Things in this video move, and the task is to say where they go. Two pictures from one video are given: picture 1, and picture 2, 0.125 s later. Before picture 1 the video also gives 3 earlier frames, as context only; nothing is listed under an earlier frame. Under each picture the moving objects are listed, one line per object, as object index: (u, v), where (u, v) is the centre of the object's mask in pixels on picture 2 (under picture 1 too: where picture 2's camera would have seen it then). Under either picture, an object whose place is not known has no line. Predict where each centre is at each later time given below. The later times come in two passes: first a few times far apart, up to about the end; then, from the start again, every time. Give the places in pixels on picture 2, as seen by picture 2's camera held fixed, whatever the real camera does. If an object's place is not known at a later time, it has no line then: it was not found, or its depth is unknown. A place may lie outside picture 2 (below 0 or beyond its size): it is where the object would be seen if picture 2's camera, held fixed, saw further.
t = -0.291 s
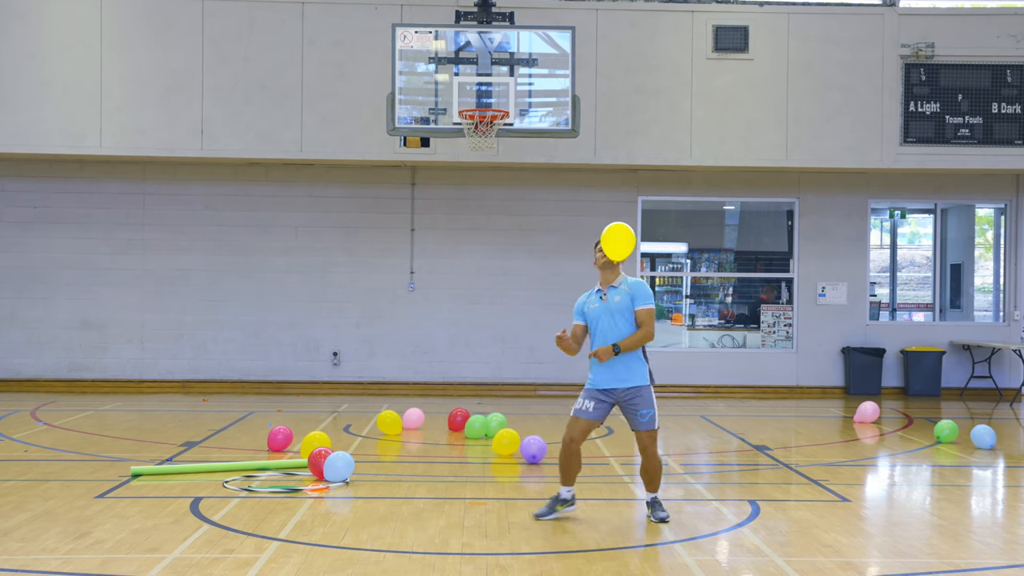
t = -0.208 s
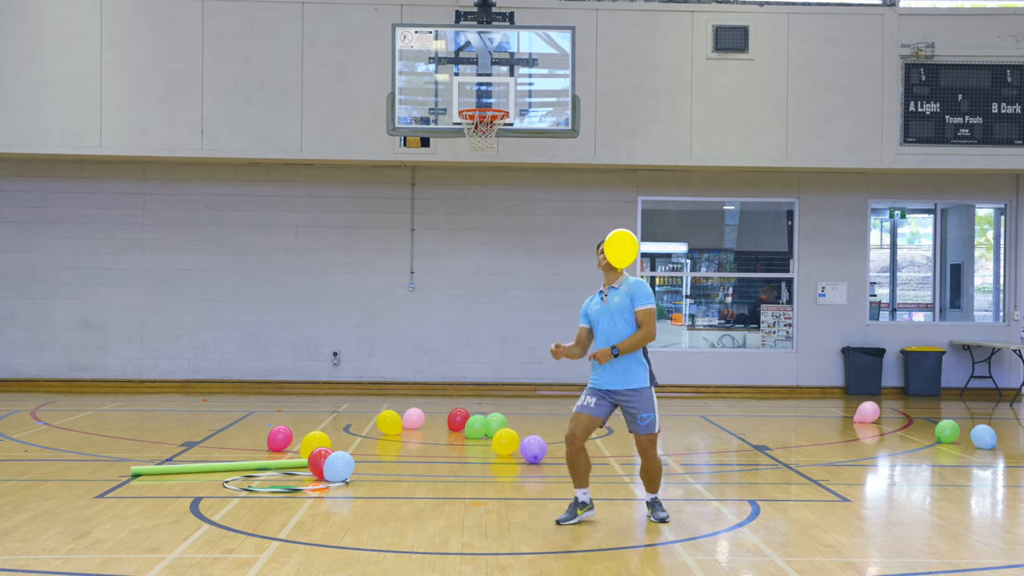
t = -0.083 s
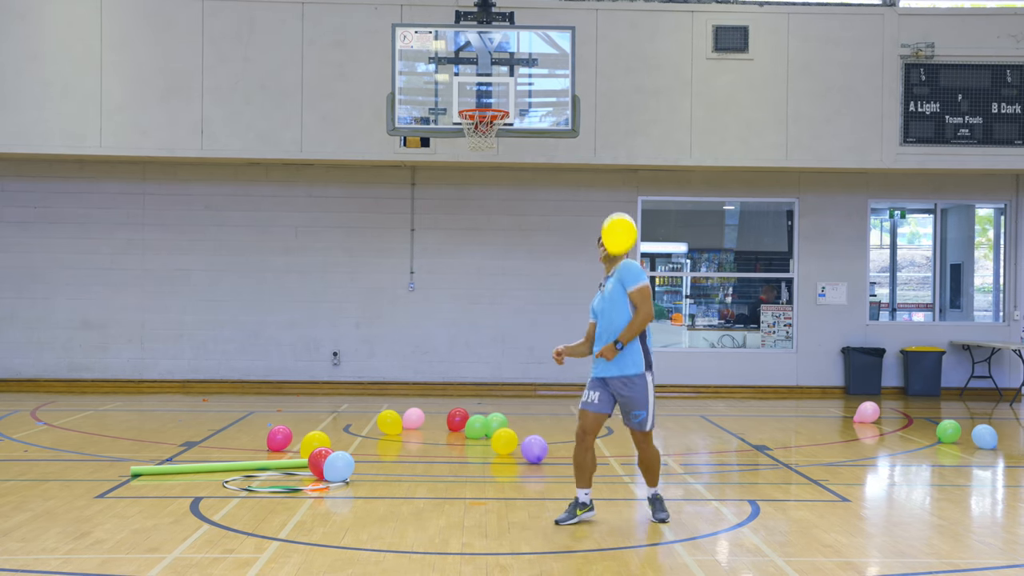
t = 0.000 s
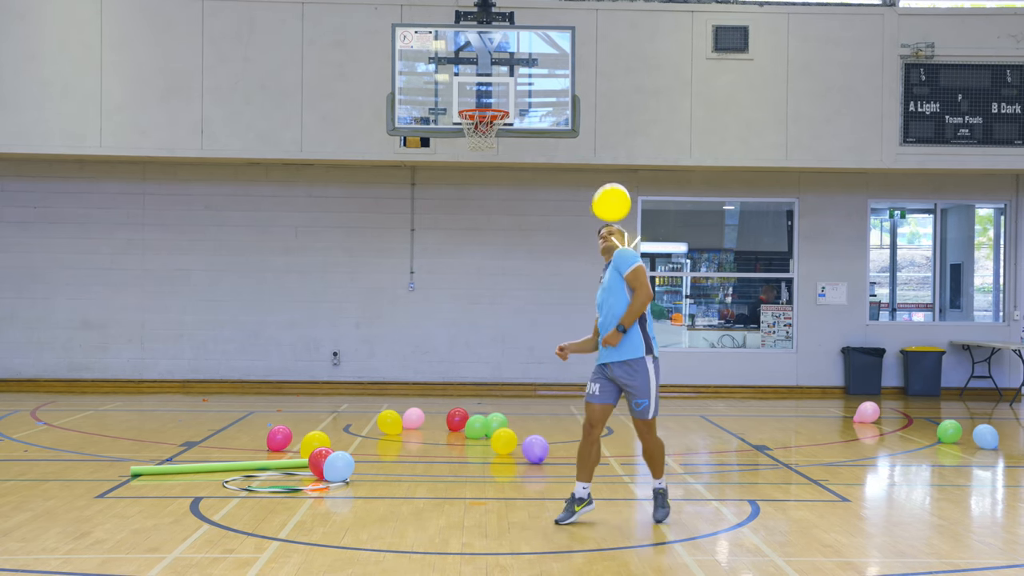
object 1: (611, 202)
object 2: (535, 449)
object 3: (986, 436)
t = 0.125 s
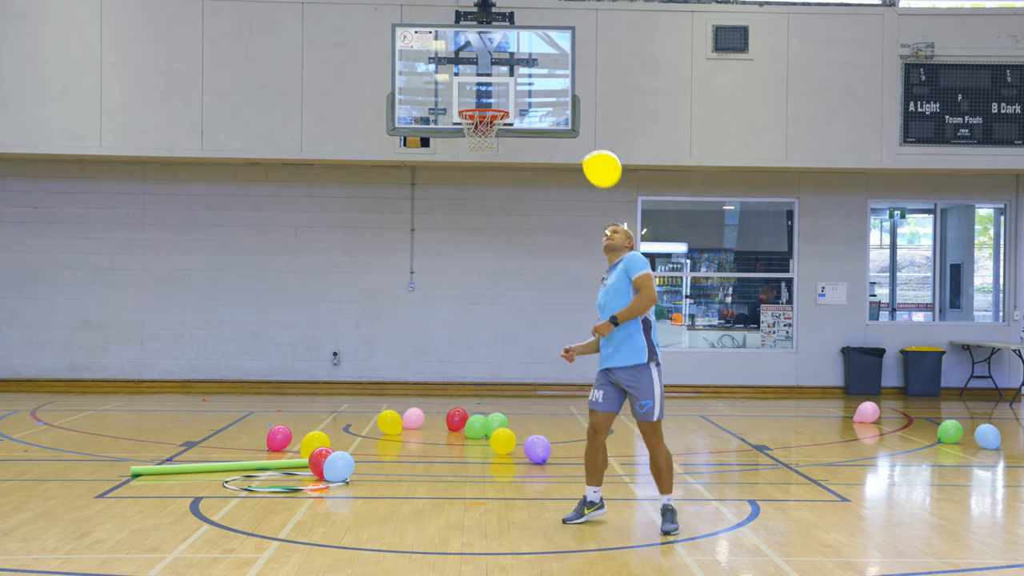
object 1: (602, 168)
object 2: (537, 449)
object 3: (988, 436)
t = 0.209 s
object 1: (597, 152)
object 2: (539, 449)
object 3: (989, 436)
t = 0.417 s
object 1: (591, 130)
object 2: (544, 449)
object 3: (992, 436)
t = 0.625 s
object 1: (590, 126)
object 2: (549, 448)
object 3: (995, 436)
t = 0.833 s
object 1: (591, 134)
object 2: (555, 448)
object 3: (999, 436)
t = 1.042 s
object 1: (596, 149)
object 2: (560, 449)
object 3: (1003, 436)
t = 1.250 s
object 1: (602, 173)
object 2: (565, 449)
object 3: (1008, 436)
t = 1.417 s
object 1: (609, 200)
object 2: (570, 449)
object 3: (1012, 436)
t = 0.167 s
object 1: (599, 160)
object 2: (538, 449)
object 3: (988, 436)
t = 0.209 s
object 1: (597, 152)
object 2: (539, 449)
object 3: (989, 436)
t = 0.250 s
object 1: (595, 146)
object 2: (540, 449)
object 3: (990, 436)
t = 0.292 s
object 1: (594, 141)
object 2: (541, 448)
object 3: (990, 436)
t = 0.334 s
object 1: (593, 136)
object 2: (542, 449)
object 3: (991, 436)
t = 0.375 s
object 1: (592, 133)
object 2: (543, 449)
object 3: (991, 436)
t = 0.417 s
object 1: (591, 130)
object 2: (544, 449)
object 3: (992, 436)
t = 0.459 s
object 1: (590, 128)
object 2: (545, 448)
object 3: (992, 436)
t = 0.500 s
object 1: (590, 126)
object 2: (546, 448)
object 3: (993, 436)
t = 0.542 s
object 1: (590, 126)
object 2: (547, 448)
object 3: (994, 436)
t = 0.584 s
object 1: (590, 126)
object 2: (548, 448)
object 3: (994, 436)
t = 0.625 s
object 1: (590, 126)
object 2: (549, 448)
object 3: (995, 436)
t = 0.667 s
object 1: (590, 127)
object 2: (550, 448)
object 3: (995, 436)
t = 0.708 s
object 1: (590, 128)
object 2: (551, 448)
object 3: (996, 436)
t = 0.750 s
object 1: (590, 130)
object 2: (552, 448)
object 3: (997, 436)
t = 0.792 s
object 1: (591, 132)
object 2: (554, 449)
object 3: (998, 436)
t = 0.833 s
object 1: (591, 134)
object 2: (555, 448)
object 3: (999, 436)
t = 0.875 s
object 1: (592, 136)
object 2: (556, 448)
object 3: (1000, 436)
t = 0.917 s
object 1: (593, 139)
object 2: (557, 449)
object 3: (1000, 436)
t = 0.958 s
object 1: (594, 142)
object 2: (558, 449)
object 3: (1001, 436)
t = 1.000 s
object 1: (595, 146)
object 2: (559, 449)
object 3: (1002, 436)
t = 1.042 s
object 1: (596, 149)
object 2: (560, 449)
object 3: (1003, 436)
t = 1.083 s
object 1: (597, 154)
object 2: (561, 449)
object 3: (1004, 436)
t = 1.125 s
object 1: (598, 158)
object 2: (562, 449)
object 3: (1005, 436)
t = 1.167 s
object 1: (599, 163)
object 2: (563, 449)
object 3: (1006, 436)
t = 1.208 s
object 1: (601, 168)
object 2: (564, 449)
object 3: (1007, 436)
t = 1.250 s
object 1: (602, 173)
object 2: (565, 449)
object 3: (1008, 436)
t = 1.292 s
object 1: (604, 180)
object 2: (567, 449)
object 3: (1009, 436)
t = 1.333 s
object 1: (605, 186)
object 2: (567, 449)
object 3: (1010, 436)
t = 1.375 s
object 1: (607, 193)
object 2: (569, 449)
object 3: (1011, 436)
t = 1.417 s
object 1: (609, 200)
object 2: (570, 449)
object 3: (1012, 436)
